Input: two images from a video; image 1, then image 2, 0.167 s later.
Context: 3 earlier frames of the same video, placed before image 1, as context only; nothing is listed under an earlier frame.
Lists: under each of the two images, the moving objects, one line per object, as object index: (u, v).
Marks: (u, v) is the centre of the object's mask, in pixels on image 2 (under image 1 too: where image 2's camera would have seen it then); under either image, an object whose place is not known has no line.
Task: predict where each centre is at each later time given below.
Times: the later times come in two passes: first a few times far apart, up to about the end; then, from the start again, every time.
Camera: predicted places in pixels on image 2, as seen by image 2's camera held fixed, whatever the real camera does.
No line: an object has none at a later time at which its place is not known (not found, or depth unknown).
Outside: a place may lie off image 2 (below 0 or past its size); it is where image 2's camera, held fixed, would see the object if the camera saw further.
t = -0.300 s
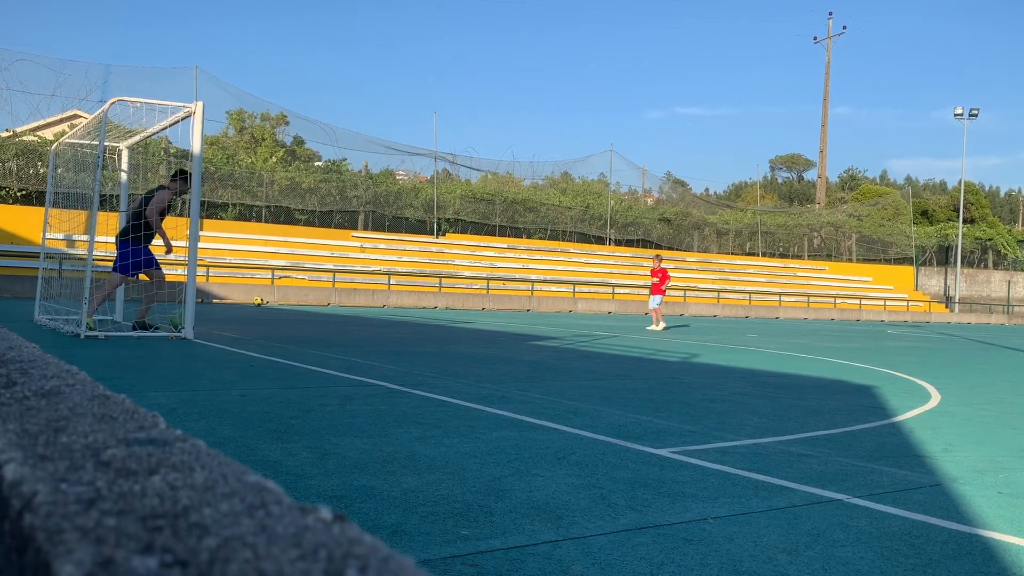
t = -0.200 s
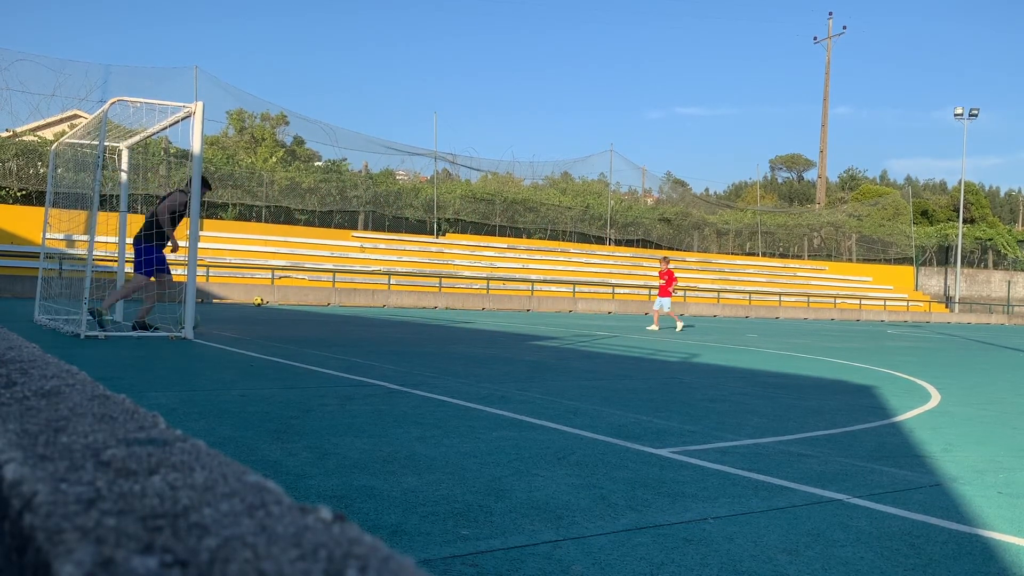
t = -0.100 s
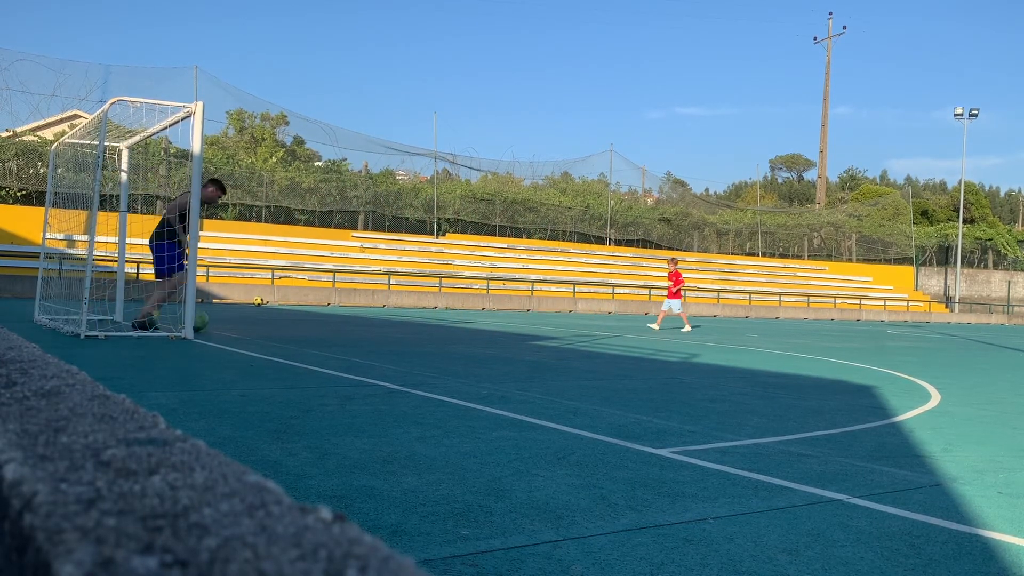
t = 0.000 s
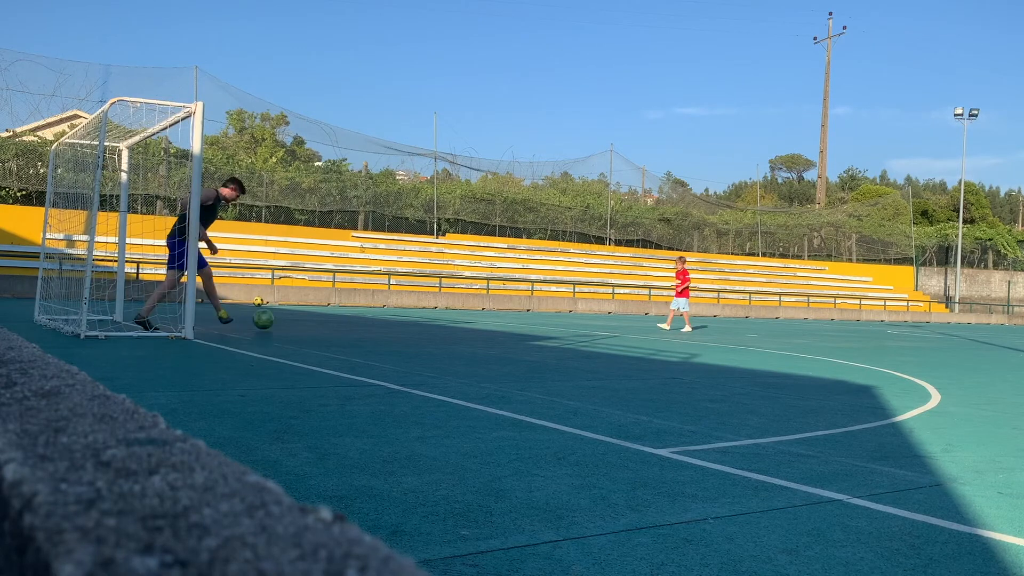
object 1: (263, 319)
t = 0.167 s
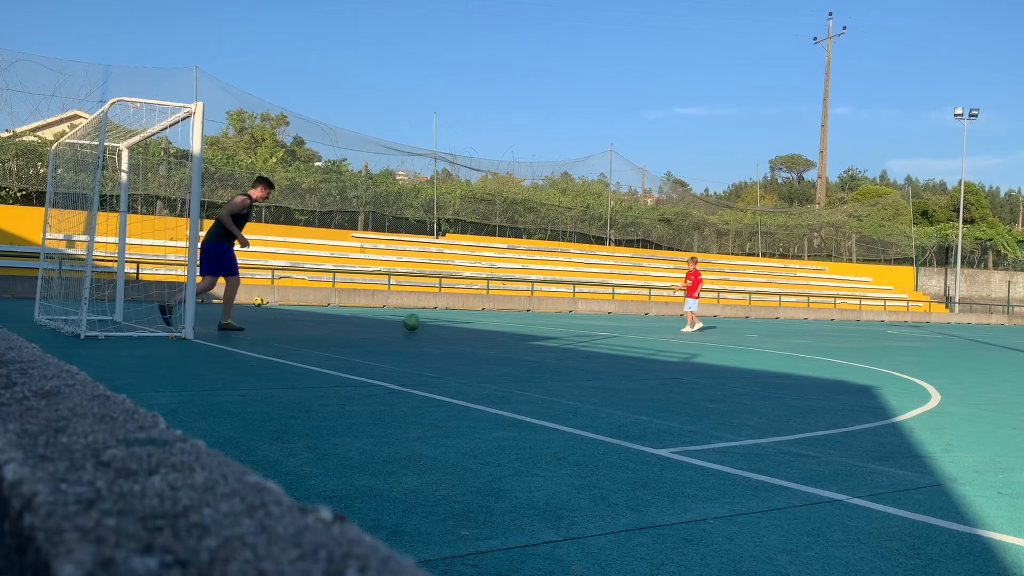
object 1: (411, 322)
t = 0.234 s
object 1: (457, 322)
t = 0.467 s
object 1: (580, 324)
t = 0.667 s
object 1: (653, 324)
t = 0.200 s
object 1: (435, 321)
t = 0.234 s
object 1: (457, 322)
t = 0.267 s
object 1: (479, 324)
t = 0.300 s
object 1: (498, 323)
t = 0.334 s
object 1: (516, 322)
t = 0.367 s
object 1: (533, 322)
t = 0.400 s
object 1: (550, 323)
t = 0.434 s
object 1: (566, 325)
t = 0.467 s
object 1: (580, 324)
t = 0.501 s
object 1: (593, 323)
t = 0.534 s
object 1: (606, 323)
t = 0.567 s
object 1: (619, 325)
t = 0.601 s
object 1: (630, 326)
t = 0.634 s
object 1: (642, 325)
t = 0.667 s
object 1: (653, 324)
